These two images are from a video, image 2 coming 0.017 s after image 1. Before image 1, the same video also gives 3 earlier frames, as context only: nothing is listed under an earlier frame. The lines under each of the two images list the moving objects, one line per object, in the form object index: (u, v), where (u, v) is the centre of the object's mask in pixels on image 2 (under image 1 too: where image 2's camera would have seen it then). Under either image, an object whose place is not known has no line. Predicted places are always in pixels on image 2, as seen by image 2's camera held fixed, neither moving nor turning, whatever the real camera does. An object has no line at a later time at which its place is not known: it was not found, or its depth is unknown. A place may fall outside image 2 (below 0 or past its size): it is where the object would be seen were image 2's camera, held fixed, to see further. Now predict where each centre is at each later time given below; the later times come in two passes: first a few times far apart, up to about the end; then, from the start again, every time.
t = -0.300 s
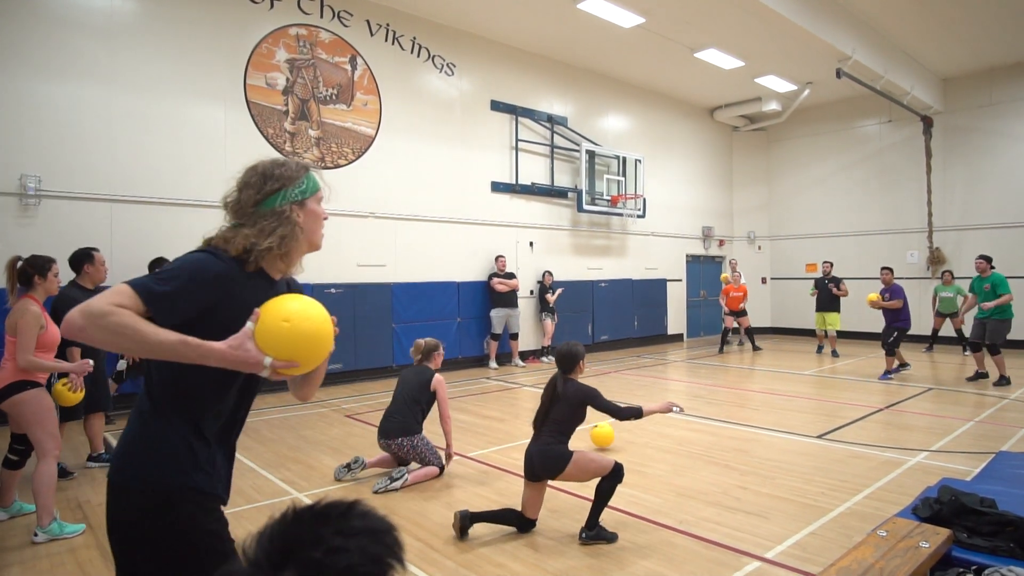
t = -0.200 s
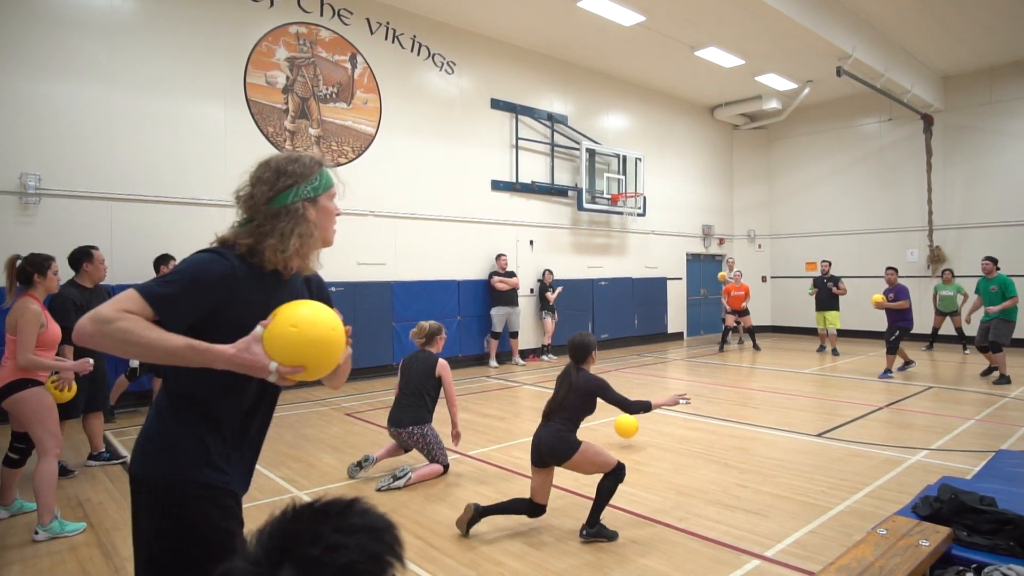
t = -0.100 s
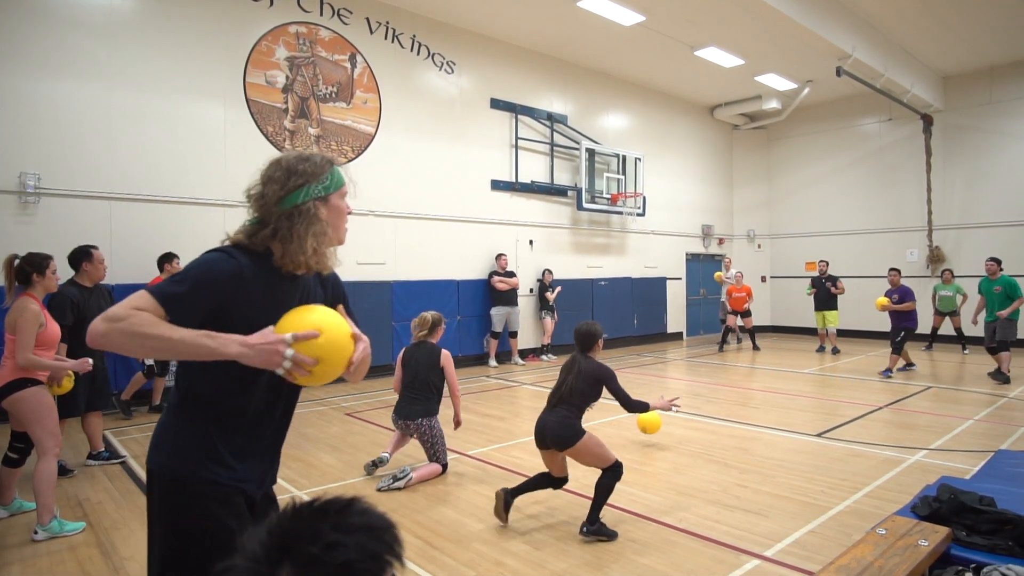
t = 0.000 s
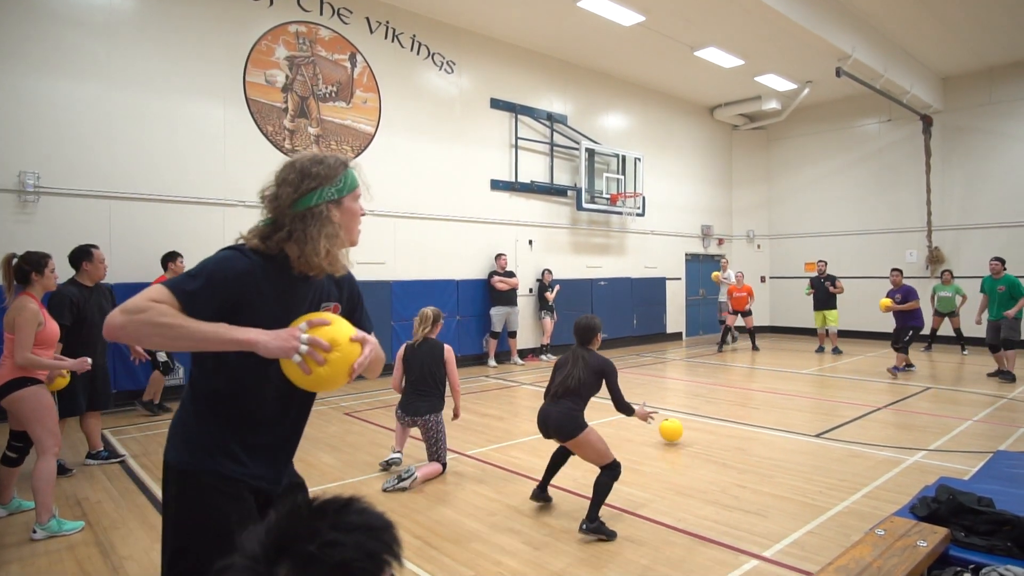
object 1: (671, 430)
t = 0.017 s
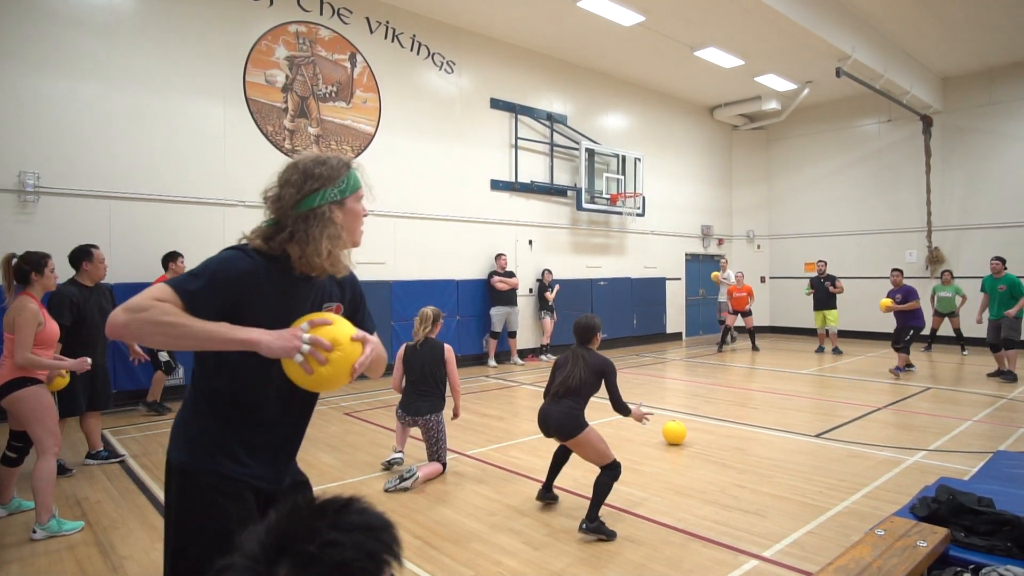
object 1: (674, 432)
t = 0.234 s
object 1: (721, 430)
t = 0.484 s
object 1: (771, 425)
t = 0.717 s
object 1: (815, 425)
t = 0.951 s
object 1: (856, 422)
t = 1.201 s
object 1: (897, 420)
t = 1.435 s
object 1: (933, 418)
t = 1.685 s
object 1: (970, 416)
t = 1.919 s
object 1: (1003, 413)
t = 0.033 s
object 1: (678, 432)
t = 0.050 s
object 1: (682, 431)
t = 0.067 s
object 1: (685, 429)
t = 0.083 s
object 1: (689, 428)
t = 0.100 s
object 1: (693, 427)
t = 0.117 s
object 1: (696, 426)
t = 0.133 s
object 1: (700, 426)
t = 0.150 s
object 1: (704, 426)
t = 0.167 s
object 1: (707, 426)
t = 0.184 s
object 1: (711, 427)
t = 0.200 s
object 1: (714, 428)
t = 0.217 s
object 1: (718, 429)
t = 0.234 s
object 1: (721, 430)
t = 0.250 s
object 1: (724, 430)
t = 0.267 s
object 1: (728, 428)
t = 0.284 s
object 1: (731, 427)
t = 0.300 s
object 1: (735, 427)
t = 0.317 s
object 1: (739, 426)
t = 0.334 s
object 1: (742, 426)
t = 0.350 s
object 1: (745, 426)
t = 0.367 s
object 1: (748, 426)
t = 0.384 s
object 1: (752, 427)
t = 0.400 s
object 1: (755, 428)
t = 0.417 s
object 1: (758, 427)
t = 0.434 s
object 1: (762, 426)
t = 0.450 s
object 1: (765, 426)
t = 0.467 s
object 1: (768, 425)
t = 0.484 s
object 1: (771, 425)
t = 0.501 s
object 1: (775, 426)
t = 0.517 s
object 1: (778, 426)
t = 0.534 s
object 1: (781, 427)
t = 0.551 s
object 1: (784, 426)
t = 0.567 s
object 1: (787, 425)
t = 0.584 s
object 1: (790, 425)
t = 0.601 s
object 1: (793, 425)
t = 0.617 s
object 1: (796, 425)
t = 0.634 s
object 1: (799, 425)
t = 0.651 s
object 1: (802, 425)
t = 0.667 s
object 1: (806, 425)
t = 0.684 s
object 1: (808, 425)
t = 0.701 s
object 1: (811, 425)
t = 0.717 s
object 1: (815, 425)
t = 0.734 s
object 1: (817, 425)
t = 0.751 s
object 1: (821, 424)
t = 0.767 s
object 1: (823, 424)
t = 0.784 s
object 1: (827, 424)
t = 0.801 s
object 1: (829, 424)
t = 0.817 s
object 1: (833, 423)
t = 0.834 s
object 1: (835, 423)
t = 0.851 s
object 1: (838, 423)
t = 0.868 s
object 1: (841, 423)
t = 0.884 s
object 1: (844, 423)
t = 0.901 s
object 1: (847, 423)
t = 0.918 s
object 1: (850, 422)
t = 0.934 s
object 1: (853, 422)
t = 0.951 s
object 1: (856, 422)
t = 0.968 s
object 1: (858, 422)
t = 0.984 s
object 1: (861, 422)
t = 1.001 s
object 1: (864, 422)
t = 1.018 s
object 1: (867, 422)
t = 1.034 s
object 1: (869, 422)
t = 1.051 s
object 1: (872, 422)
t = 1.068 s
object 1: (875, 421)
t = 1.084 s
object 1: (878, 421)
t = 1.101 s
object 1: (880, 421)
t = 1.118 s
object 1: (883, 421)
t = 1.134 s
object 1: (886, 420)
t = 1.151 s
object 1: (889, 420)
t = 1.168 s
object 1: (891, 420)
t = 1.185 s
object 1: (894, 420)
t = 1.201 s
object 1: (897, 420)
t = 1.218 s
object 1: (900, 420)
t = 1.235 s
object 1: (902, 420)
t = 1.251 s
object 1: (905, 420)
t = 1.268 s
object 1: (908, 419)
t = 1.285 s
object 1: (910, 419)
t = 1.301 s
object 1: (913, 419)
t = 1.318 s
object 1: (915, 419)
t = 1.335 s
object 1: (918, 419)
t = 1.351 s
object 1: (920, 419)
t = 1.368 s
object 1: (923, 418)
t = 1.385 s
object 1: (926, 418)
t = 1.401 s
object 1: (928, 418)
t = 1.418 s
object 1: (931, 418)
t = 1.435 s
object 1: (933, 418)
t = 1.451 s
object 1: (936, 418)
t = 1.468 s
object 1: (938, 418)
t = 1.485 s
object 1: (941, 417)
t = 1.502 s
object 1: (943, 417)
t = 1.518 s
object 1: (946, 417)
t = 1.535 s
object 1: (948, 417)
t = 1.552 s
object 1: (951, 417)
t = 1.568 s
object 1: (954, 417)
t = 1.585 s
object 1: (955, 416)
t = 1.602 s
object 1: (958, 416)
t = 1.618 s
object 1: (961, 416)
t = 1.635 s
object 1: (963, 416)
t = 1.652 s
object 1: (966, 416)
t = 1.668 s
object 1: (968, 416)
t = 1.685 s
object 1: (970, 416)
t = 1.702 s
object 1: (973, 415)
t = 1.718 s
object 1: (975, 415)
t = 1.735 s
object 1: (978, 415)
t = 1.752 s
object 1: (980, 415)
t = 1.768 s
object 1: (982, 415)
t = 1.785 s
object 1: (985, 415)
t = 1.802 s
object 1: (987, 415)
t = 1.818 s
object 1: (990, 415)
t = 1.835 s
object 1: (992, 414)
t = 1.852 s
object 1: (994, 414)
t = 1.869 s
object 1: (996, 414)
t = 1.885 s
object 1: (999, 414)
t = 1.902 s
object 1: (1001, 413)
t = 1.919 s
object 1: (1003, 413)
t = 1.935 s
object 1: (1005, 413)
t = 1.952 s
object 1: (1008, 413)
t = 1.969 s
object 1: (1010, 413)
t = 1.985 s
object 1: (1012, 413)
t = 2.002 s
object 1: (1015, 413)
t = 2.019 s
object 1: (1017, 413)
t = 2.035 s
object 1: (1019, 413)
